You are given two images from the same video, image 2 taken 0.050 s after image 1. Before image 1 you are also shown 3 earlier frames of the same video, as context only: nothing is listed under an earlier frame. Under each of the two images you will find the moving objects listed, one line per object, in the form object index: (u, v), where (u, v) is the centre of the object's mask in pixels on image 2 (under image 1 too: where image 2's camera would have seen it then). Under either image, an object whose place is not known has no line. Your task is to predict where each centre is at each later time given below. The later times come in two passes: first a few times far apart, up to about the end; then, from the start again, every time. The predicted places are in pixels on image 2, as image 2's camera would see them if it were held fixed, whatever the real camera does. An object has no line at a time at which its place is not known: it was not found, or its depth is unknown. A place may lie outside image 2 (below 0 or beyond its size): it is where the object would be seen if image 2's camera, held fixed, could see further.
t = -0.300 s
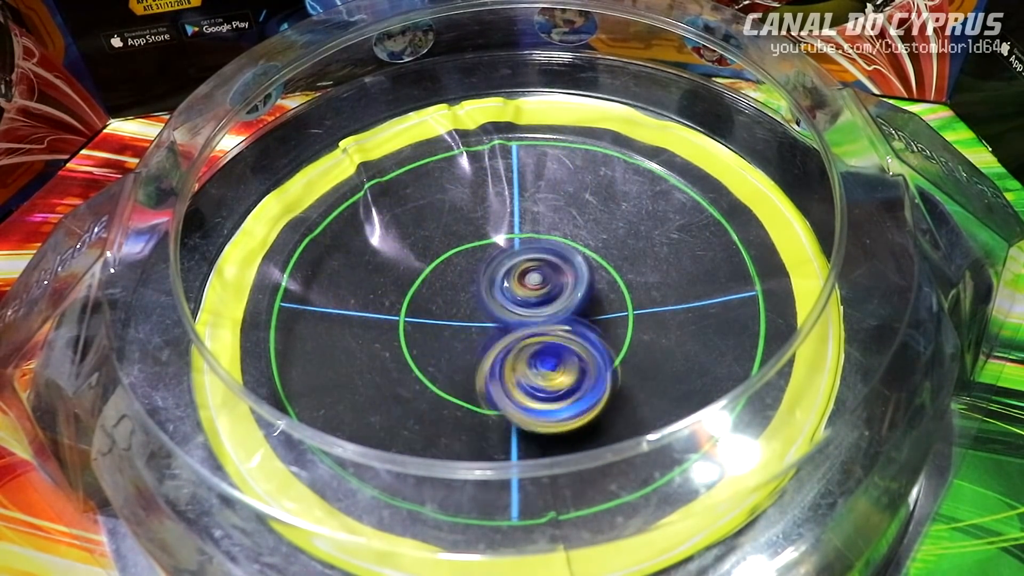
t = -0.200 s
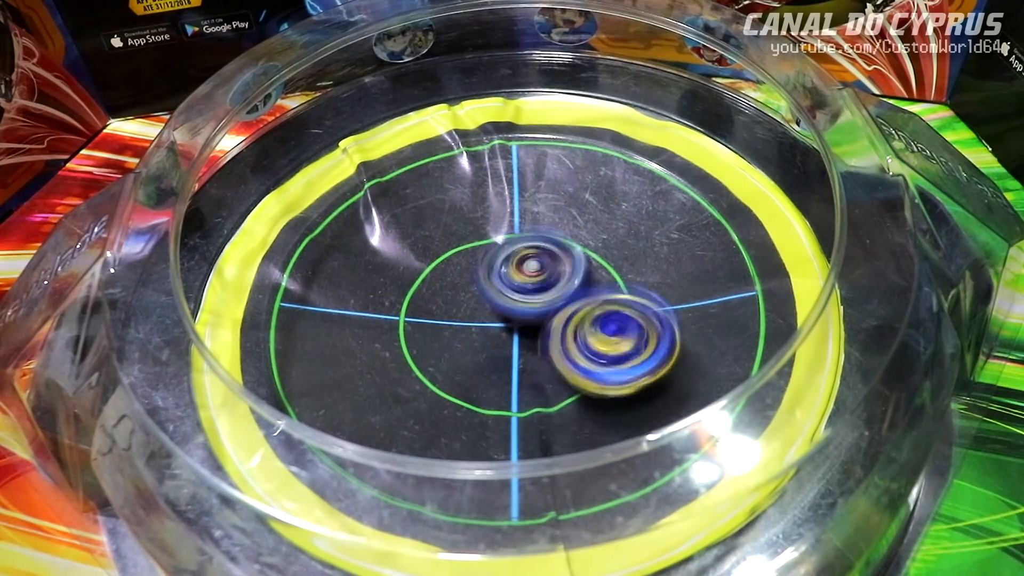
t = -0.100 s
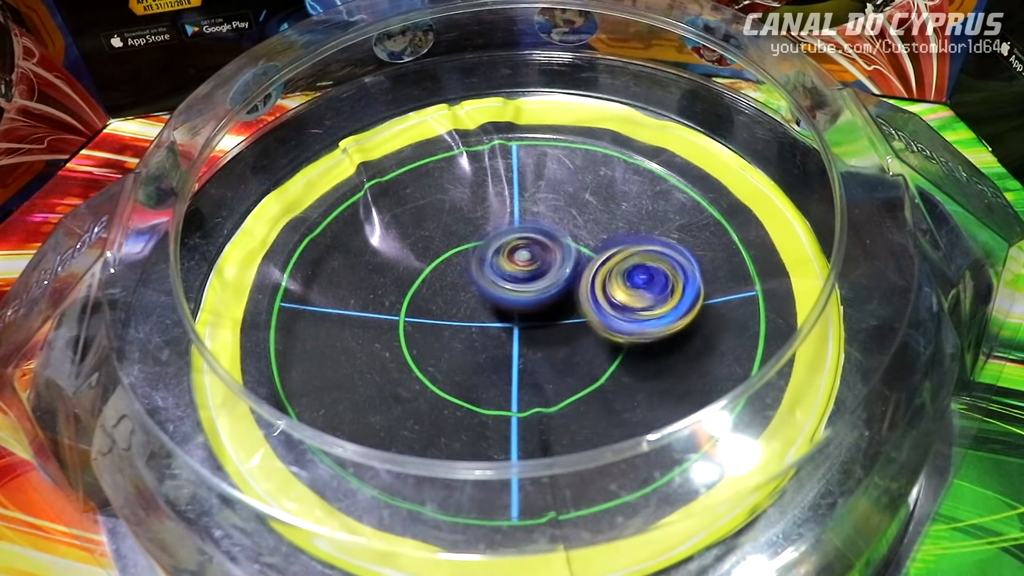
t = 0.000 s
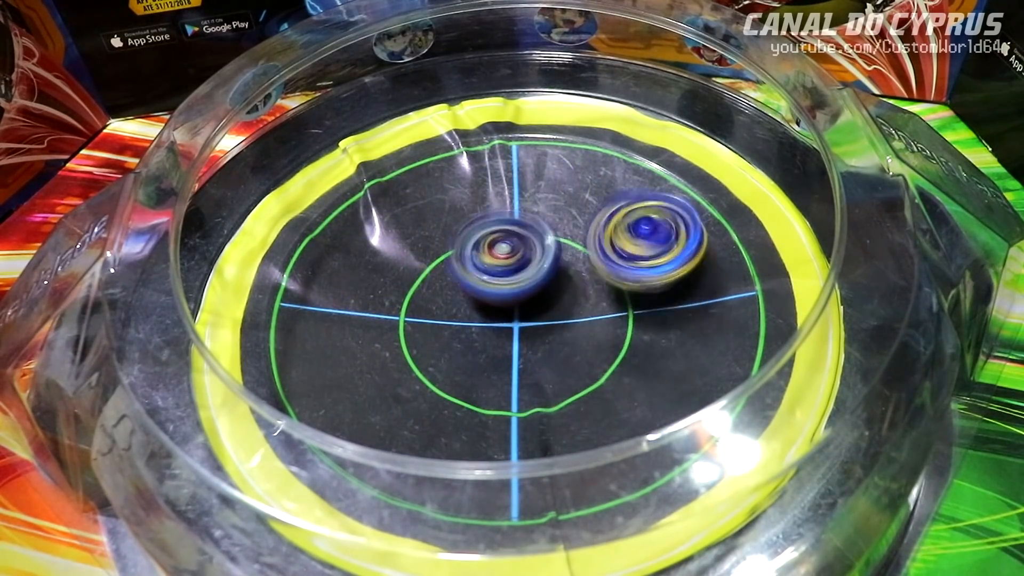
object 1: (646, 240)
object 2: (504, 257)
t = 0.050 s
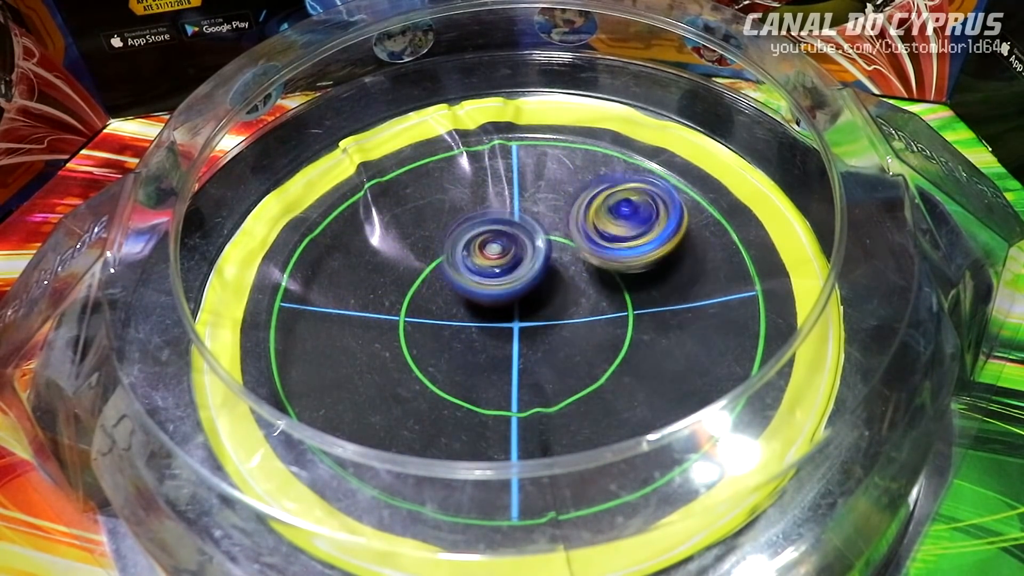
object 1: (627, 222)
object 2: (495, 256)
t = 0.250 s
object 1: (556, 200)
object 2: (422, 283)
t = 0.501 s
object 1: (543, 261)
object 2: (385, 303)
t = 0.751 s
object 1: (593, 338)
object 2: (447, 321)
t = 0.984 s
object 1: (670, 335)
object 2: (479, 306)
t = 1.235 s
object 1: (657, 283)
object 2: (502, 323)
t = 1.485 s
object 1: (596, 243)
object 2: (501, 298)
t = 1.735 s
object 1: (583, 292)
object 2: (409, 192)
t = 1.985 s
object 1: (476, 325)
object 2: (427, 203)
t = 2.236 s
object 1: (448, 323)
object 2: (470, 239)
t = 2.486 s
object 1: (476, 333)
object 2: (485, 240)
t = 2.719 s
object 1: (473, 327)
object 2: (482, 242)
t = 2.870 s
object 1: (463, 326)
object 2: (482, 242)
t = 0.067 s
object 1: (619, 217)
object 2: (493, 256)
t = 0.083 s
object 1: (609, 212)
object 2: (491, 257)
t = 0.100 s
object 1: (599, 210)
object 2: (486, 258)
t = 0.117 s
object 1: (594, 208)
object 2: (479, 259)
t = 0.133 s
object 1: (588, 207)
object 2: (474, 260)
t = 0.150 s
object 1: (581, 204)
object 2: (470, 262)
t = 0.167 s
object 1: (571, 201)
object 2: (466, 264)
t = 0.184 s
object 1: (561, 201)
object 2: (463, 267)
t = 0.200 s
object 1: (552, 203)
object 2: (455, 269)
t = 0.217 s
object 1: (553, 203)
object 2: (443, 274)
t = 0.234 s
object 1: (555, 200)
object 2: (432, 279)
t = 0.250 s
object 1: (556, 200)
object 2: (422, 283)
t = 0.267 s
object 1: (556, 199)
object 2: (416, 286)
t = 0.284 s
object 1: (556, 200)
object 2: (411, 288)
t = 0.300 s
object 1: (556, 200)
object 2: (407, 290)
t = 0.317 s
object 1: (555, 202)
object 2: (406, 291)
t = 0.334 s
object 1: (555, 204)
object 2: (403, 292)
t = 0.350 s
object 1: (554, 206)
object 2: (401, 294)
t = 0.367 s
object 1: (554, 212)
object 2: (398, 295)
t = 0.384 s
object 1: (550, 215)
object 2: (394, 297)
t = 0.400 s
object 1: (550, 219)
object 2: (390, 297)
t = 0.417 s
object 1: (548, 224)
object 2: (387, 299)
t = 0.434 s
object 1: (547, 231)
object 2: (385, 299)
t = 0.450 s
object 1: (545, 238)
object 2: (384, 300)
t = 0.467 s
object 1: (544, 247)
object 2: (385, 302)
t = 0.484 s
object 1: (543, 255)
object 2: (385, 302)
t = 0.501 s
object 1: (543, 261)
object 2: (385, 303)
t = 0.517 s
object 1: (545, 270)
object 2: (384, 303)
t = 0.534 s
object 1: (546, 276)
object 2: (386, 304)
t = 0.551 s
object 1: (547, 283)
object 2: (390, 305)
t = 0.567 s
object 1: (550, 289)
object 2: (393, 307)
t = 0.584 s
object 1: (553, 296)
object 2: (394, 307)
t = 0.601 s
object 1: (556, 301)
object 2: (398, 308)
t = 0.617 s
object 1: (559, 307)
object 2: (403, 309)
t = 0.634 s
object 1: (561, 312)
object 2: (410, 310)
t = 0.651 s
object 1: (565, 318)
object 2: (416, 311)
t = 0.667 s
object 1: (571, 322)
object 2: (422, 313)
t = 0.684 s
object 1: (575, 326)
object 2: (426, 314)
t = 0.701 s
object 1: (580, 330)
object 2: (431, 316)
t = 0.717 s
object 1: (586, 333)
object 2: (437, 318)
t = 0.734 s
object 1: (590, 336)
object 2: (442, 319)
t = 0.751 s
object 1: (593, 338)
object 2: (447, 321)
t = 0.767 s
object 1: (594, 340)
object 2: (451, 322)
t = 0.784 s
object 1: (596, 339)
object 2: (457, 324)
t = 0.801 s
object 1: (598, 340)
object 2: (461, 325)
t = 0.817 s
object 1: (599, 341)
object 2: (464, 326)
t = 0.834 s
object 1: (599, 339)
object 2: (470, 327)
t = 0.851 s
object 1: (606, 340)
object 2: (472, 328)
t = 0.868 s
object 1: (612, 341)
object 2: (467, 327)
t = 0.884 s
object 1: (620, 343)
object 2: (466, 319)
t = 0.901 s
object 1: (630, 343)
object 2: (467, 315)
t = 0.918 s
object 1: (641, 343)
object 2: (467, 314)
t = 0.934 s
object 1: (652, 342)
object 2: (468, 310)
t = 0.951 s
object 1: (658, 340)
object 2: (471, 307)
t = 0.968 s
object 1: (665, 339)
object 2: (475, 306)
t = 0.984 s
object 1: (670, 335)
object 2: (479, 306)
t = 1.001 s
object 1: (675, 332)
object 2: (483, 308)
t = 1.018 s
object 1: (676, 330)
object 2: (487, 309)
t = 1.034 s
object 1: (676, 326)
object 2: (493, 312)
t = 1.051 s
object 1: (676, 323)
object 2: (497, 315)
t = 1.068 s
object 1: (673, 321)
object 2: (499, 318)
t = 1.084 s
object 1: (669, 317)
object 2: (501, 319)
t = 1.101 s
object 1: (666, 313)
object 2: (504, 320)
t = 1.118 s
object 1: (662, 310)
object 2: (507, 321)
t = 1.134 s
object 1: (653, 307)
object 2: (511, 322)
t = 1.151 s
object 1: (646, 302)
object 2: (514, 322)
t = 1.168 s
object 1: (644, 299)
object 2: (515, 323)
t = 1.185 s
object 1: (641, 295)
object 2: (514, 324)
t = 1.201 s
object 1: (650, 291)
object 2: (509, 324)
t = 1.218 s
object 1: (654, 287)
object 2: (505, 324)
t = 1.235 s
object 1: (657, 283)
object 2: (502, 323)
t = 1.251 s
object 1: (660, 279)
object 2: (501, 322)
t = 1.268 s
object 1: (665, 272)
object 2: (501, 322)
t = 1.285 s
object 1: (666, 269)
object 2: (499, 320)
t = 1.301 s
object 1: (666, 264)
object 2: (499, 319)
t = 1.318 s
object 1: (666, 257)
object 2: (498, 318)
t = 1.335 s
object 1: (665, 254)
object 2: (499, 317)
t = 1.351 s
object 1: (660, 250)
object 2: (498, 316)
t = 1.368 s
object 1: (651, 246)
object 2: (496, 312)
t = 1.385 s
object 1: (645, 245)
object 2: (495, 311)
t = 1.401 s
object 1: (639, 243)
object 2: (494, 309)
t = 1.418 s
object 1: (630, 242)
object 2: (495, 305)
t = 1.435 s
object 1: (622, 243)
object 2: (497, 304)
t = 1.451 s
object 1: (614, 242)
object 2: (498, 301)
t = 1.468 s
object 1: (604, 242)
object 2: (500, 299)
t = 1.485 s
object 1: (596, 243)
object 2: (501, 298)
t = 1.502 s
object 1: (590, 242)
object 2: (501, 297)
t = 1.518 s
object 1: (588, 244)
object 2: (500, 298)
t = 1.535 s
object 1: (589, 248)
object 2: (491, 291)
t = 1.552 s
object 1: (600, 254)
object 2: (482, 279)
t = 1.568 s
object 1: (603, 260)
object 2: (469, 263)
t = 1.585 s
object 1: (606, 265)
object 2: (459, 252)
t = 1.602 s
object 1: (607, 271)
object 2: (448, 242)
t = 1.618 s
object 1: (605, 274)
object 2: (439, 237)
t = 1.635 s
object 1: (604, 279)
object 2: (431, 233)
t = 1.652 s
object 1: (601, 283)
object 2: (427, 224)
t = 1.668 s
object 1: (598, 286)
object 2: (422, 215)
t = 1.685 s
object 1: (596, 290)
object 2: (418, 208)
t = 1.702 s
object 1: (593, 292)
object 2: (414, 200)
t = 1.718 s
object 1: (588, 293)
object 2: (411, 196)
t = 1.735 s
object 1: (583, 292)
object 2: (409, 192)
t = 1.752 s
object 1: (576, 296)
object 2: (408, 187)
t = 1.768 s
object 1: (571, 300)
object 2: (408, 184)
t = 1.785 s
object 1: (563, 301)
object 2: (409, 183)
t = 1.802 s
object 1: (554, 303)
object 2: (410, 182)
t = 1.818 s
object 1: (547, 306)
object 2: (410, 181)
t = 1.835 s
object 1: (539, 313)
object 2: (411, 182)
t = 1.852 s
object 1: (530, 312)
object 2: (412, 182)
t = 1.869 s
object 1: (522, 313)
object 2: (414, 184)
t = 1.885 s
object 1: (513, 316)
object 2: (416, 186)
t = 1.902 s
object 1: (506, 320)
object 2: (417, 188)
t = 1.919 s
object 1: (498, 321)
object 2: (419, 191)
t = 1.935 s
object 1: (492, 322)
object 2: (421, 194)
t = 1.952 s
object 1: (485, 323)
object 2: (423, 196)
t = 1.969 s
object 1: (480, 324)
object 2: (425, 200)
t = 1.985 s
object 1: (476, 325)
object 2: (427, 203)
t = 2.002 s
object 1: (470, 327)
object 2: (429, 206)
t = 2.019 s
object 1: (464, 326)
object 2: (431, 209)
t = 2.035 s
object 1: (462, 324)
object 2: (434, 212)
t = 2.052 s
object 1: (460, 325)
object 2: (436, 215)
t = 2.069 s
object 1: (455, 325)
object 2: (439, 218)
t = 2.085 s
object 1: (453, 324)
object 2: (441, 222)
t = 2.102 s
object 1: (453, 323)
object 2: (444, 226)
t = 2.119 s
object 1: (452, 322)
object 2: (447, 229)
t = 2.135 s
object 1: (453, 321)
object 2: (450, 232)
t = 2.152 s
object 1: (453, 321)
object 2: (452, 234)
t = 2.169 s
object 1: (452, 321)
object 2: (456, 236)
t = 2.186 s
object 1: (450, 323)
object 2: (459, 237)
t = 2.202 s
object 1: (449, 323)
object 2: (463, 238)
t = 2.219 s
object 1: (448, 323)
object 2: (466, 239)
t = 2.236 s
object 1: (448, 323)
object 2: (470, 239)
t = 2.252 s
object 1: (449, 323)
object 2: (473, 239)
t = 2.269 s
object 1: (450, 323)
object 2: (476, 239)
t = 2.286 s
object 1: (453, 324)
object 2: (480, 238)
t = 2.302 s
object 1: (457, 324)
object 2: (483, 238)
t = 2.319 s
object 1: (460, 326)
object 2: (484, 238)
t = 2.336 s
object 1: (464, 327)
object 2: (486, 238)
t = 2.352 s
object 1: (466, 327)
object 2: (487, 238)
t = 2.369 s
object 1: (469, 328)
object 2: (487, 238)
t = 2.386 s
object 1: (471, 329)
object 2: (488, 238)
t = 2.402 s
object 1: (472, 330)
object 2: (488, 238)
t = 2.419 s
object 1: (474, 331)
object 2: (488, 238)
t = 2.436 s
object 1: (475, 332)
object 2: (488, 238)
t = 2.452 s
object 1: (475, 332)
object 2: (487, 239)
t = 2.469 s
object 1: (476, 333)
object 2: (486, 239)
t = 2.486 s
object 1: (476, 333)
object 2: (485, 240)
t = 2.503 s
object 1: (476, 333)
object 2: (484, 240)
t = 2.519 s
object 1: (476, 333)
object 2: (482, 241)
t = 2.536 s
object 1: (476, 333)
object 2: (480, 242)
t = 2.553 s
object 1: (476, 333)
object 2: (479, 242)
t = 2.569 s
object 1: (476, 333)
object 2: (478, 242)
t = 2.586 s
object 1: (476, 333)
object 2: (478, 242)
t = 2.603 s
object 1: (476, 333)
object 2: (478, 242)
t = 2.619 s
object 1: (476, 333)
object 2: (479, 242)
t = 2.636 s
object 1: (476, 333)
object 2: (480, 243)
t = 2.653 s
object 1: (476, 333)
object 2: (482, 242)
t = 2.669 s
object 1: (475, 332)
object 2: (483, 242)
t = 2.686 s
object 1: (476, 329)
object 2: (483, 242)
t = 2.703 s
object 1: (474, 328)
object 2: (483, 242)
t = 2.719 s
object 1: (473, 327)
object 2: (482, 242)
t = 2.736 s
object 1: (474, 327)
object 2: (481, 242)
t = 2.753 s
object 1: (470, 328)
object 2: (480, 242)
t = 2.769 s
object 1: (470, 325)
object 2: (480, 242)
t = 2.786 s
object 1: (468, 327)
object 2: (481, 243)
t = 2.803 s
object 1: (467, 327)
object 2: (481, 243)
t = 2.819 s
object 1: (466, 327)
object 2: (482, 243)
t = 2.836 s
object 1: (465, 326)
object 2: (482, 243)
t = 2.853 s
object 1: (464, 326)
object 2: (482, 242)
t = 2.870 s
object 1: (463, 326)
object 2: (482, 242)
